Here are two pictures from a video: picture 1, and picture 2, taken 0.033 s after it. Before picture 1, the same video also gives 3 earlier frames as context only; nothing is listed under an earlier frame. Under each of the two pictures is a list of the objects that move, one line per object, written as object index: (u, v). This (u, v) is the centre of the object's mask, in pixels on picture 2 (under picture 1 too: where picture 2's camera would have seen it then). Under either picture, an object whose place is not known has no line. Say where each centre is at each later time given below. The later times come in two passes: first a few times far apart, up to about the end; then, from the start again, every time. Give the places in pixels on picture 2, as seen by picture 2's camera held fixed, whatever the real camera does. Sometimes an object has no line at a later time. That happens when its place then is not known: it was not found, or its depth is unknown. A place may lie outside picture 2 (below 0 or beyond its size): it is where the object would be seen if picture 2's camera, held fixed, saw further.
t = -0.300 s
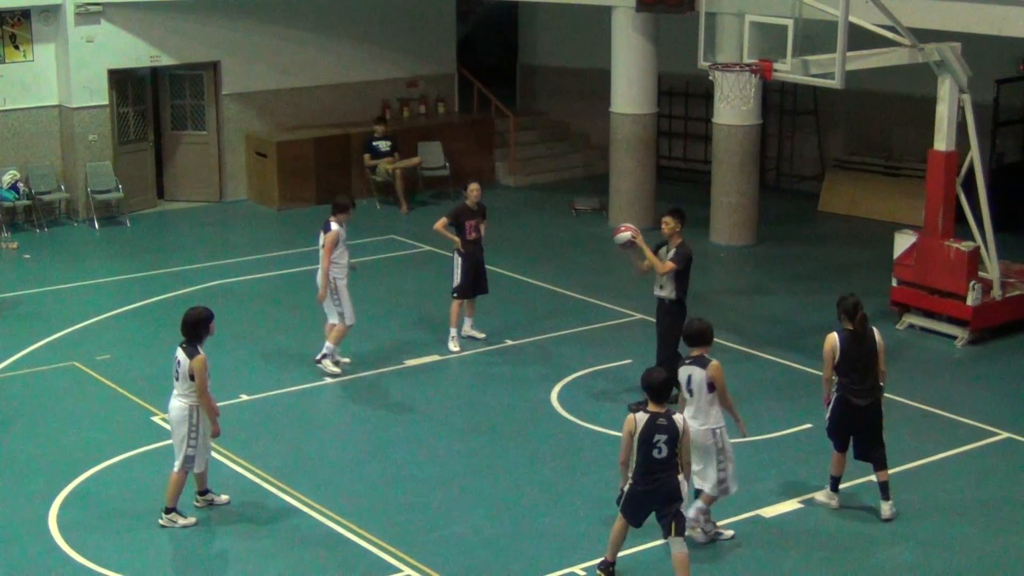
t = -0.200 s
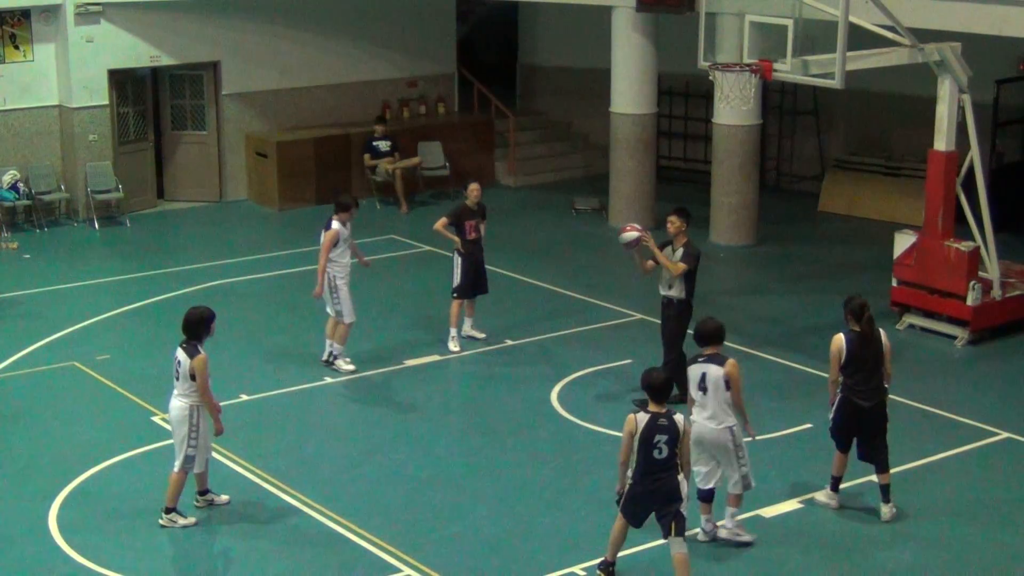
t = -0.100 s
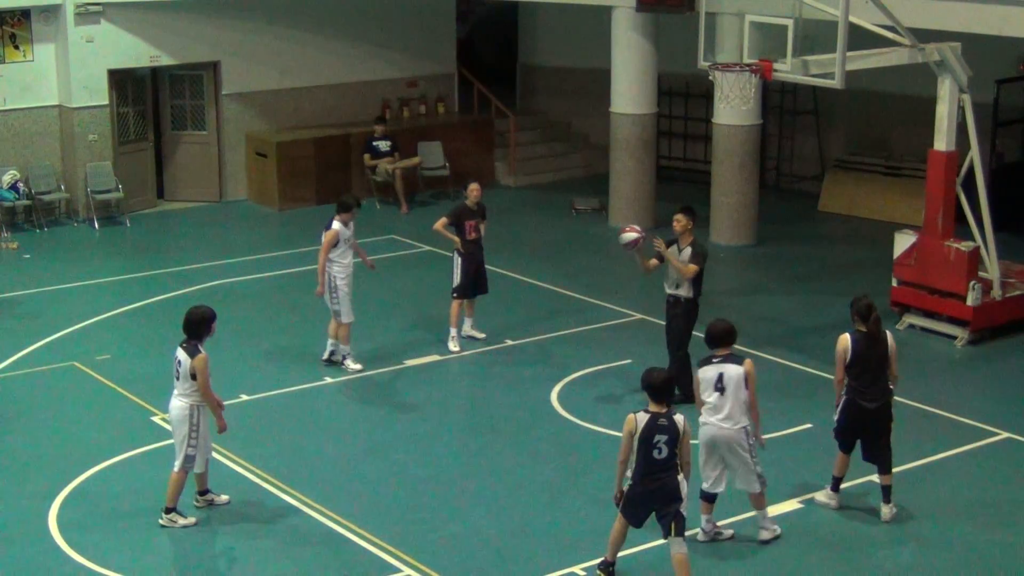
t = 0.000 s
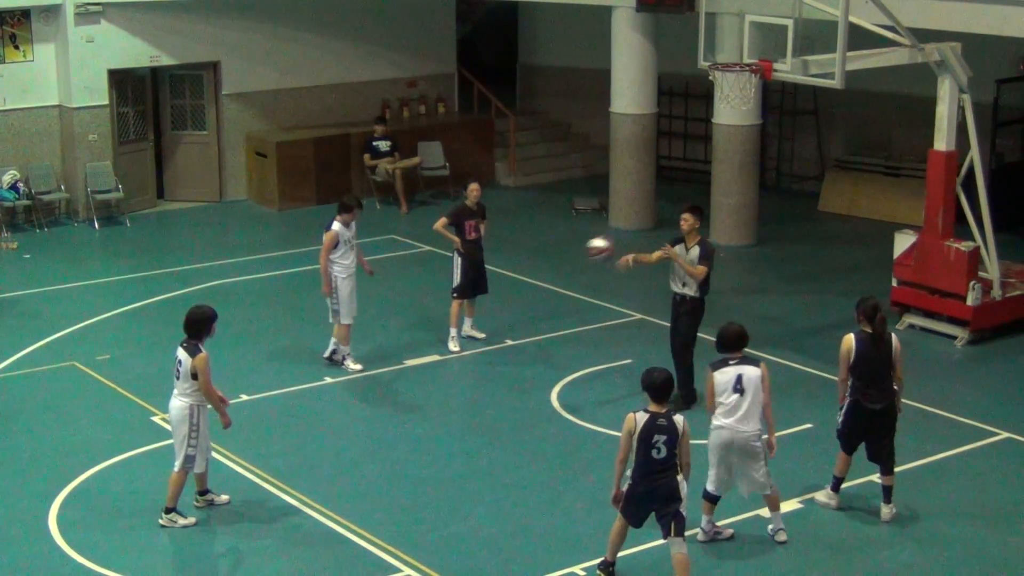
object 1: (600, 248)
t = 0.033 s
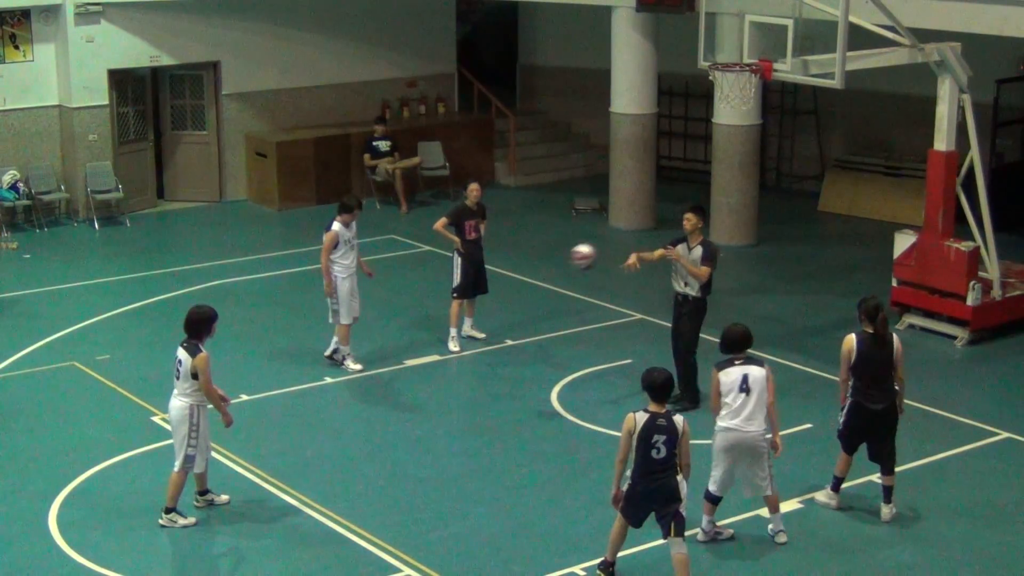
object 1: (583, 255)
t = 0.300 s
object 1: (447, 366)
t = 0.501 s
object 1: (353, 438)
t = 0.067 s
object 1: (567, 265)
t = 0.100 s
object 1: (550, 275)
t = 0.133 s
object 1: (533, 286)
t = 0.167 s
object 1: (516, 298)
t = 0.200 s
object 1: (499, 312)
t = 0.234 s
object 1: (483, 329)
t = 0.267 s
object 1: (466, 347)
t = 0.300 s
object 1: (447, 366)
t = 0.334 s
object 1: (429, 386)
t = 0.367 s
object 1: (412, 407)
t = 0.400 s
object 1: (393, 429)
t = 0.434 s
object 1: (375, 457)
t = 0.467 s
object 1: (364, 451)
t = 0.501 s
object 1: (353, 438)
